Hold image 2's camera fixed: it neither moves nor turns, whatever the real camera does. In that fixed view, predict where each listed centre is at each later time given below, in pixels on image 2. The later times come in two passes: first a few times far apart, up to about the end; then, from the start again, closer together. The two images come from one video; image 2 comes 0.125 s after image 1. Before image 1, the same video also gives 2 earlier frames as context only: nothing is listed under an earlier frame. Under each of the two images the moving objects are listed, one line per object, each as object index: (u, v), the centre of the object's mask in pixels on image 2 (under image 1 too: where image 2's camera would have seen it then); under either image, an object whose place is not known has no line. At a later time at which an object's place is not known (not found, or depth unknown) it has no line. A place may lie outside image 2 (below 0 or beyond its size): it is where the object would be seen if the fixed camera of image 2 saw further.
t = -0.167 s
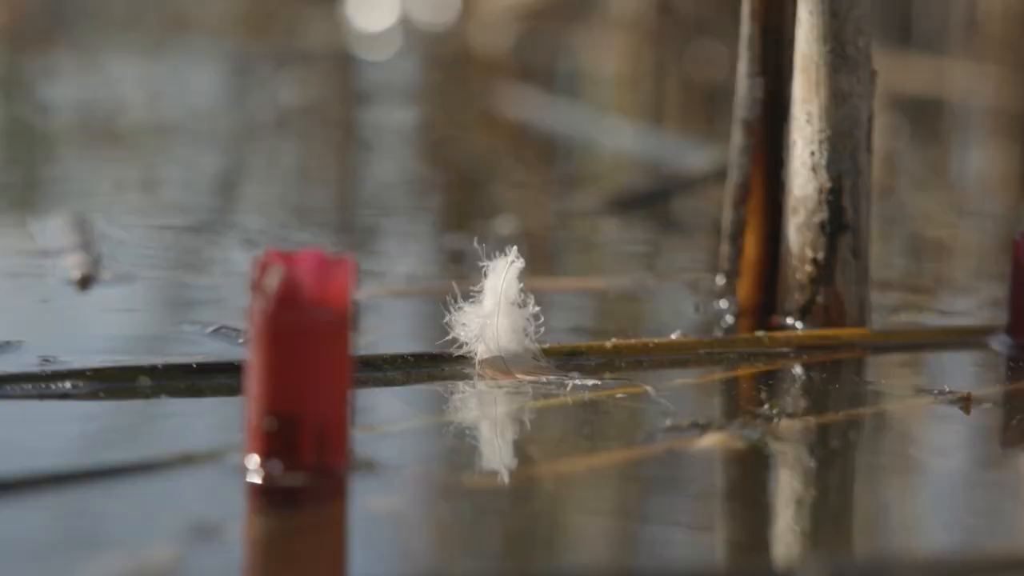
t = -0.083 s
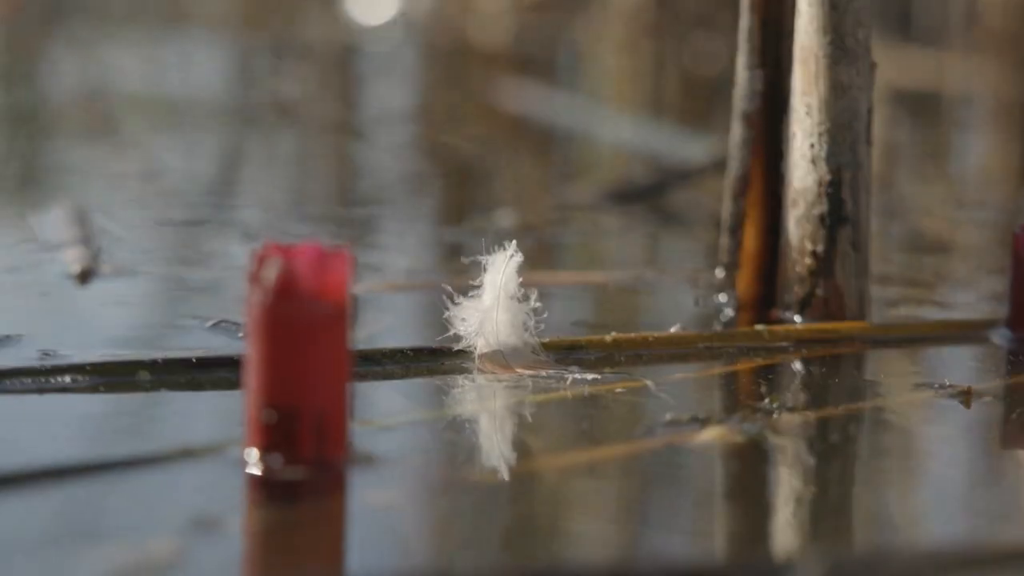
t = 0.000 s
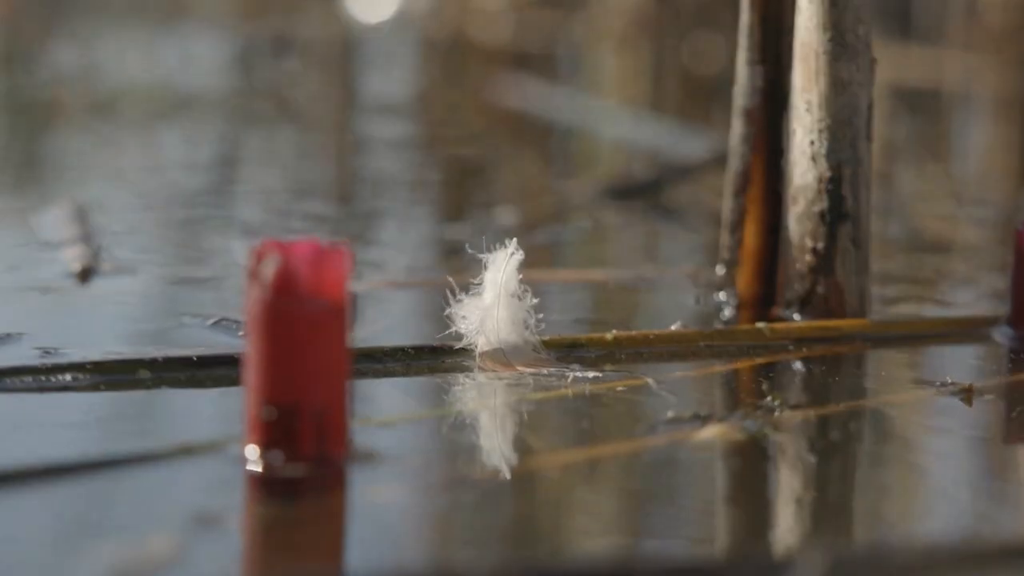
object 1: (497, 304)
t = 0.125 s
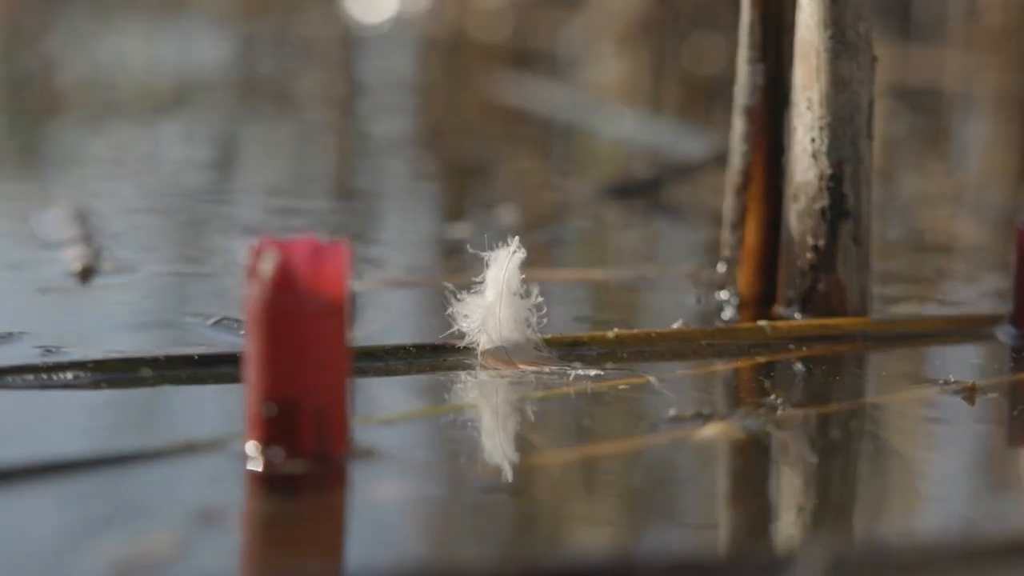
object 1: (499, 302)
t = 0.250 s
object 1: (501, 301)
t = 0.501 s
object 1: (502, 298)
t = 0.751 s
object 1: (502, 296)
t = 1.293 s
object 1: (505, 296)
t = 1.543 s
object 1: (508, 298)
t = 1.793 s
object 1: (508, 300)
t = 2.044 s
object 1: (507, 302)
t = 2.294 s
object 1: (507, 301)
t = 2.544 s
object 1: (508, 298)
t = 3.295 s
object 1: (506, 298)
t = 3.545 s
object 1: (504, 300)
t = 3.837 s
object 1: (504, 299)
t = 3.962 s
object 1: (504, 297)
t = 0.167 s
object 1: (500, 302)
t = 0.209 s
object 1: (500, 301)
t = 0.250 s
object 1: (501, 301)
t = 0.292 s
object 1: (501, 301)
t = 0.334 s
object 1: (501, 300)
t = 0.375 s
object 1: (501, 300)
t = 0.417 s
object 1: (501, 299)
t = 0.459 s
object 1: (502, 299)
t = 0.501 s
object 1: (502, 298)
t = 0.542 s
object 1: (502, 298)
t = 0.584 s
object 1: (501, 297)
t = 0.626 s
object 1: (501, 297)
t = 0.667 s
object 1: (501, 296)
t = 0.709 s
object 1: (502, 296)
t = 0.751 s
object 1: (502, 296)
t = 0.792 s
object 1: (502, 296)
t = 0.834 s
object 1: (502, 296)
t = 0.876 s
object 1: (503, 296)
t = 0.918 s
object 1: (503, 295)
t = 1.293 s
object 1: (505, 296)
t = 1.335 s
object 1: (505, 296)
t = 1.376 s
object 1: (505, 297)
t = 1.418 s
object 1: (506, 297)
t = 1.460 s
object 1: (507, 297)
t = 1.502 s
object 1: (507, 298)
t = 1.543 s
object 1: (508, 298)
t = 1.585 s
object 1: (508, 298)
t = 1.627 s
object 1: (507, 299)
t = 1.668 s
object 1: (507, 299)
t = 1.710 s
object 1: (507, 299)
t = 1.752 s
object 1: (508, 300)
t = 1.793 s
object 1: (508, 300)
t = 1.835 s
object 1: (508, 301)
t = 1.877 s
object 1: (508, 301)
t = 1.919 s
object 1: (508, 301)
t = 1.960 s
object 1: (508, 301)
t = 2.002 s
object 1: (508, 301)
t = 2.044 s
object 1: (507, 302)
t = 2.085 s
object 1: (508, 302)
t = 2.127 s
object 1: (508, 302)
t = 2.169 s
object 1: (508, 302)
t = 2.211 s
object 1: (507, 302)
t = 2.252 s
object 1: (507, 301)
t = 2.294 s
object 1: (507, 301)
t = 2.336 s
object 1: (507, 300)
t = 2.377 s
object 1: (507, 300)
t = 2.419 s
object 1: (507, 300)
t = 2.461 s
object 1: (507, 299)
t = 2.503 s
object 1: (507, 298)
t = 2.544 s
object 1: (508, 298)
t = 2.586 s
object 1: (508, 297)
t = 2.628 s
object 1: (508, 296)
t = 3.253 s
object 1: (506, 298)
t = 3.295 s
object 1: (506, 298)
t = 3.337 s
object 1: (506, 298)
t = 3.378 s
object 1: (505, 299)
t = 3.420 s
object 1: (505, 299)
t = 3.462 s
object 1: (505, 299)
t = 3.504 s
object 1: (504, 300)
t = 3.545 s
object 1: (504, 300)
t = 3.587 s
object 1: (503, 300)
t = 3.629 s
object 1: (503, 300)
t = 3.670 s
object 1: (503, 299)
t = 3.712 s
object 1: (504, 299)
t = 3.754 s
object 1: (504, 299)
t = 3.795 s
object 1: (503, 299)
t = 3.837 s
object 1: (504, 299)
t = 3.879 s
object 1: (504, 299)
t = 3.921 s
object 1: (504, 298)
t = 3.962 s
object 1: (504, 297)
